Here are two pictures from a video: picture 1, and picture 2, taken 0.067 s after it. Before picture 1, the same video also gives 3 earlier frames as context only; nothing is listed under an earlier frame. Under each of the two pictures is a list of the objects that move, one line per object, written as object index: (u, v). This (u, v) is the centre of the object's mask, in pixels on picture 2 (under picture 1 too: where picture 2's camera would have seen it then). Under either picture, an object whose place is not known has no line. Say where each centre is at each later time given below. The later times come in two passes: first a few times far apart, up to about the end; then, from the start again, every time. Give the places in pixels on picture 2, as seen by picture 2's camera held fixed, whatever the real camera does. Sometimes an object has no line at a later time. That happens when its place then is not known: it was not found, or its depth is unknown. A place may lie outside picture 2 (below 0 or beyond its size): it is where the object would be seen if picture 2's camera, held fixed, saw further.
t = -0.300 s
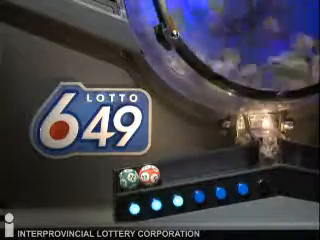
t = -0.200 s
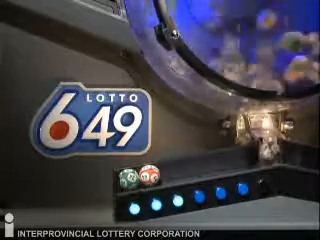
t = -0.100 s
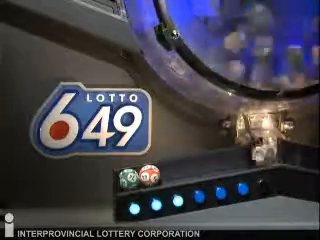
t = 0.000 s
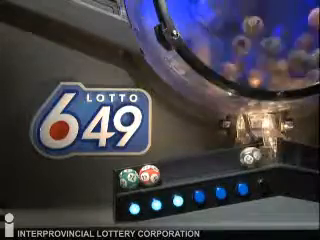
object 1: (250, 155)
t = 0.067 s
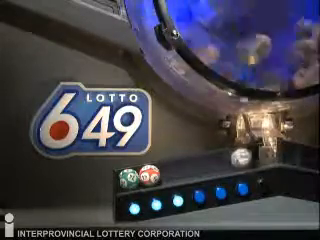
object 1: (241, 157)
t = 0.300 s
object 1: (200, 165)
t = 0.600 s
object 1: (176, 169)
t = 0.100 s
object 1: (236, 158)
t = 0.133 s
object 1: (231, 159)
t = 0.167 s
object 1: (226, 160)
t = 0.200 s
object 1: (220, 161)
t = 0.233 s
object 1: (213, 162)
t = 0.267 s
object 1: (207, 164)
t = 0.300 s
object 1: (200, 165)
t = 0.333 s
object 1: (193, 165)
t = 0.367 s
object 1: (184, 168)
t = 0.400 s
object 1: (176, 169)
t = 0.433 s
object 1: (170, 170)
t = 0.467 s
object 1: (173, 170)
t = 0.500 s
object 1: (175, 169)
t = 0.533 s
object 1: (175, 169)
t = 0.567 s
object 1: (175, 169)
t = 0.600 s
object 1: (176, 169)
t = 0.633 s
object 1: (175, 170)
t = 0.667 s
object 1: (174, 170)
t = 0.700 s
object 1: (172, 170)
